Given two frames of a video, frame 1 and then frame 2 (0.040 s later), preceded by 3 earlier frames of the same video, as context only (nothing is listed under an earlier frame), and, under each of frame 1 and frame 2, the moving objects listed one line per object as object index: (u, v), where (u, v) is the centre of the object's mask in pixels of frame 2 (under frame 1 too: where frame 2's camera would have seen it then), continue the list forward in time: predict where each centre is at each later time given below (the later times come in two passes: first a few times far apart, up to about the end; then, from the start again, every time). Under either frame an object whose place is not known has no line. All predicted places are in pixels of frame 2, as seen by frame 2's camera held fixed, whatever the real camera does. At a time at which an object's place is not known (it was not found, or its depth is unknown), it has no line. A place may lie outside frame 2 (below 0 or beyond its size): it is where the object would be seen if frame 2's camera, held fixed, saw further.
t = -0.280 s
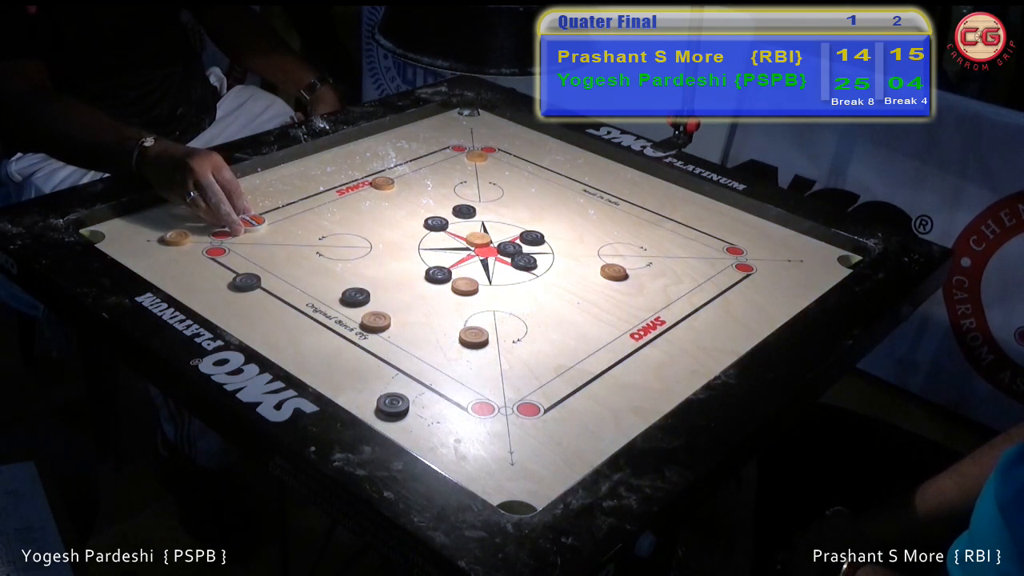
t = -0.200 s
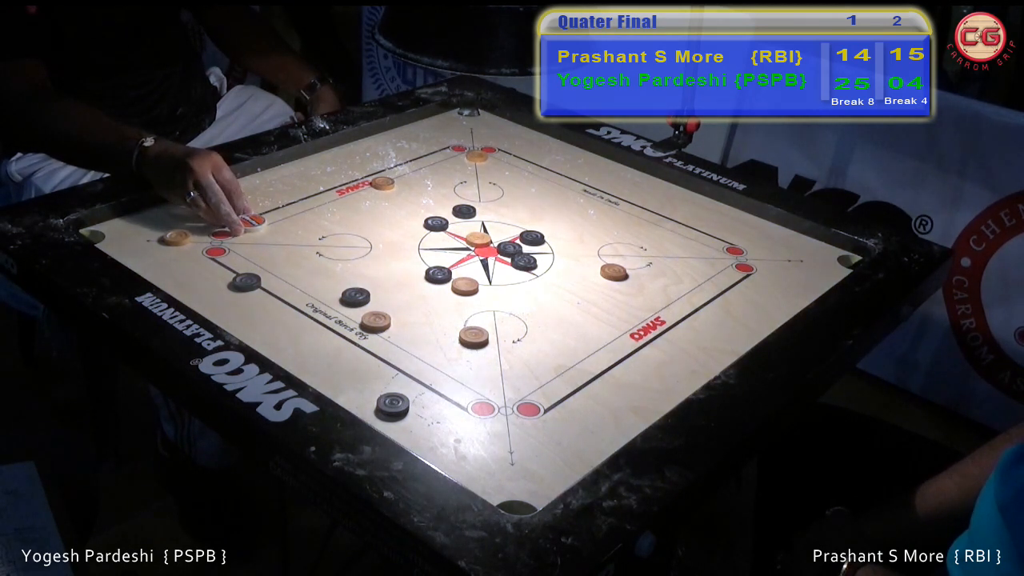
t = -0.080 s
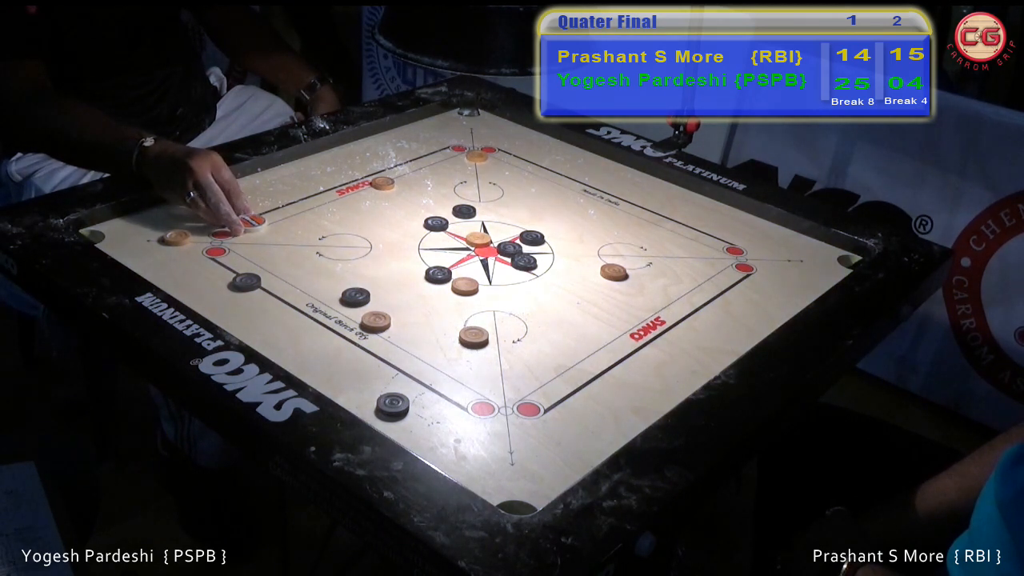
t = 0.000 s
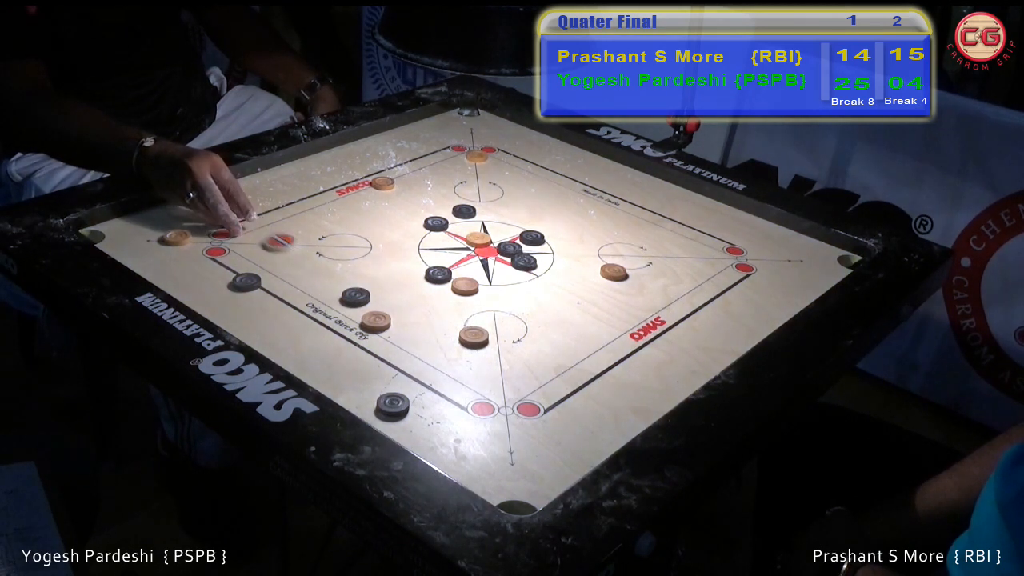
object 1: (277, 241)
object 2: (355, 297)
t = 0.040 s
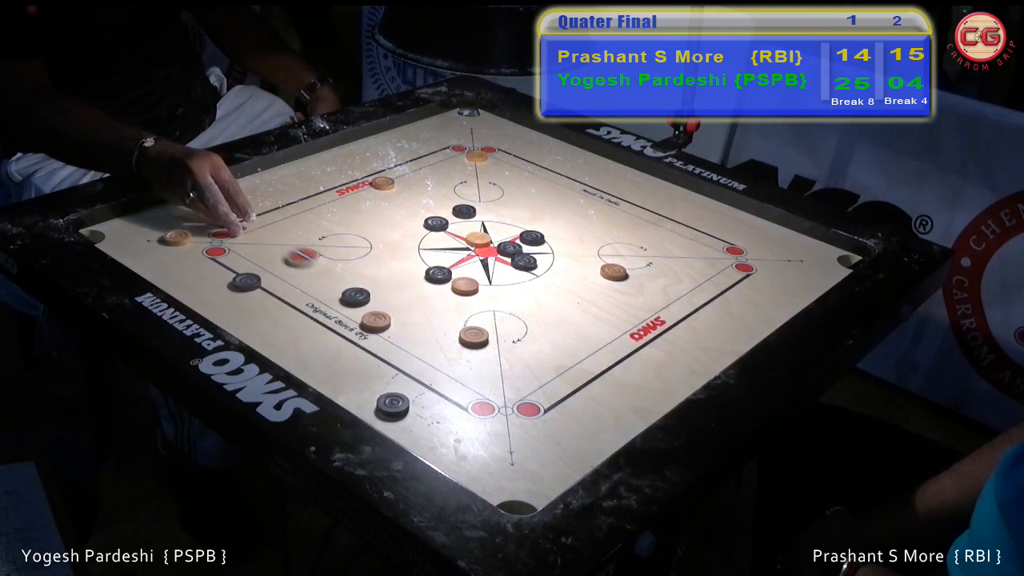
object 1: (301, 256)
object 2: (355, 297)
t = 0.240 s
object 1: (378, 296)
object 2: (402, 325)
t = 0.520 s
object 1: (408, 304)
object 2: (462, 363)
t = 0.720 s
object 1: (408, 305)
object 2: (466, 365)
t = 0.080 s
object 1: (322, 271)
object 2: (355, 297)
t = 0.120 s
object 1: (344, 284)
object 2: (364, 304)
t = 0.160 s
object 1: (357, 290)
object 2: (374, 308)
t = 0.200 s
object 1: (369, 294)
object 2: (388, 316)
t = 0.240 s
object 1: (378, 296)
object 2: (402, 325)
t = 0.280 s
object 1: (387, 299)
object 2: (415, 333)
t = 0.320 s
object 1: (393, 301)
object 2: (426, 341)
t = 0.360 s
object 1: (400, 302)
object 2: (436, 347)
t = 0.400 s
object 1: (403, 303)
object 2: (445, 353)
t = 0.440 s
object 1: (406, 304)
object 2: (452, 357)
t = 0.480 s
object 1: (407, 304)
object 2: (458, 361)
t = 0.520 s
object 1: (408, 304)
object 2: (462, 363)
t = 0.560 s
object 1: (408, 305)
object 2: (465, 364)
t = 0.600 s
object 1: (407, 304)
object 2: (466, 365)
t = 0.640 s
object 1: (408, 305)
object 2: (466, 365)
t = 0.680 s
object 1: (407, 304)
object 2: (466, 365)
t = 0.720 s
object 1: (408, 305)
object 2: (466, 365)
